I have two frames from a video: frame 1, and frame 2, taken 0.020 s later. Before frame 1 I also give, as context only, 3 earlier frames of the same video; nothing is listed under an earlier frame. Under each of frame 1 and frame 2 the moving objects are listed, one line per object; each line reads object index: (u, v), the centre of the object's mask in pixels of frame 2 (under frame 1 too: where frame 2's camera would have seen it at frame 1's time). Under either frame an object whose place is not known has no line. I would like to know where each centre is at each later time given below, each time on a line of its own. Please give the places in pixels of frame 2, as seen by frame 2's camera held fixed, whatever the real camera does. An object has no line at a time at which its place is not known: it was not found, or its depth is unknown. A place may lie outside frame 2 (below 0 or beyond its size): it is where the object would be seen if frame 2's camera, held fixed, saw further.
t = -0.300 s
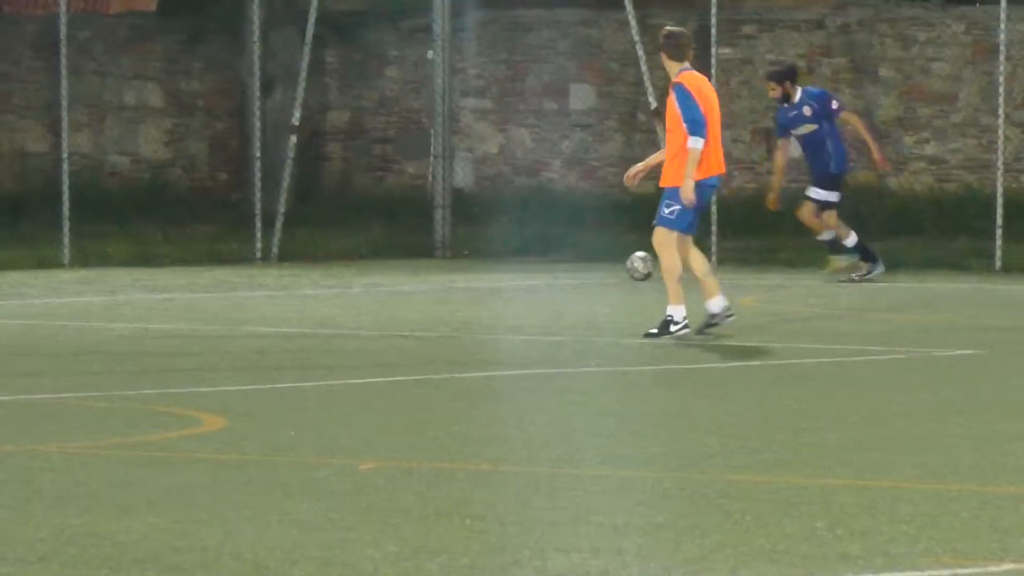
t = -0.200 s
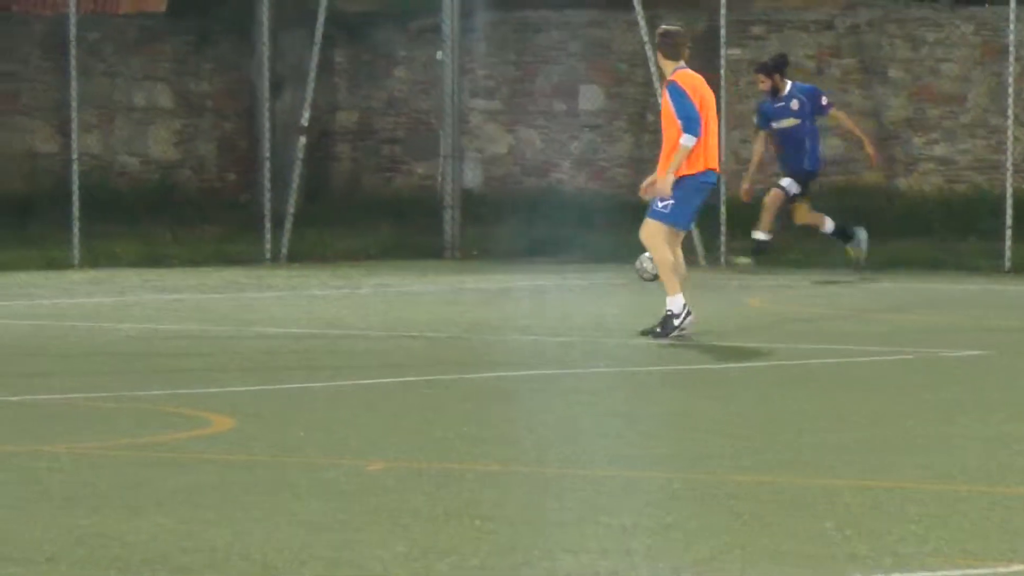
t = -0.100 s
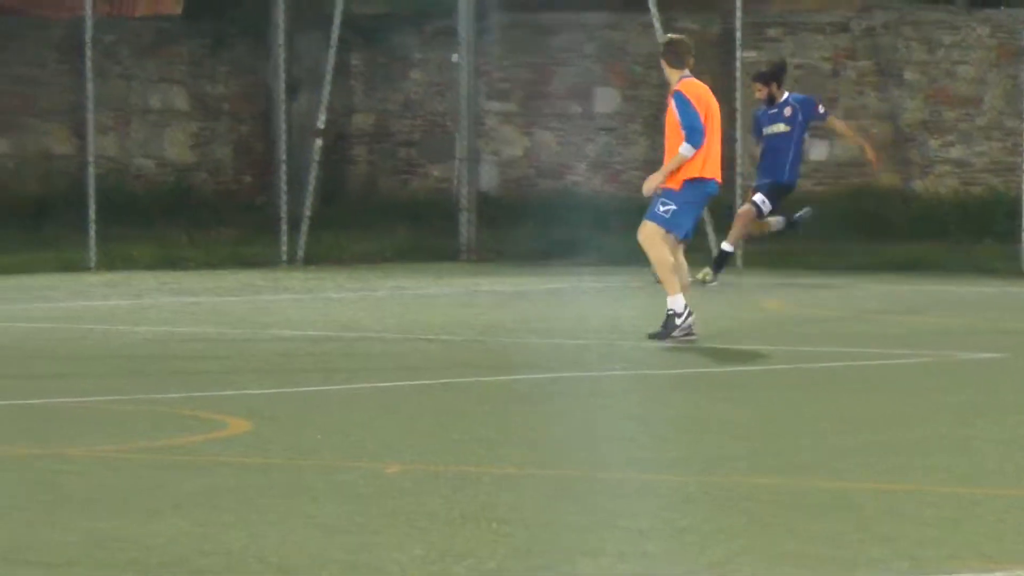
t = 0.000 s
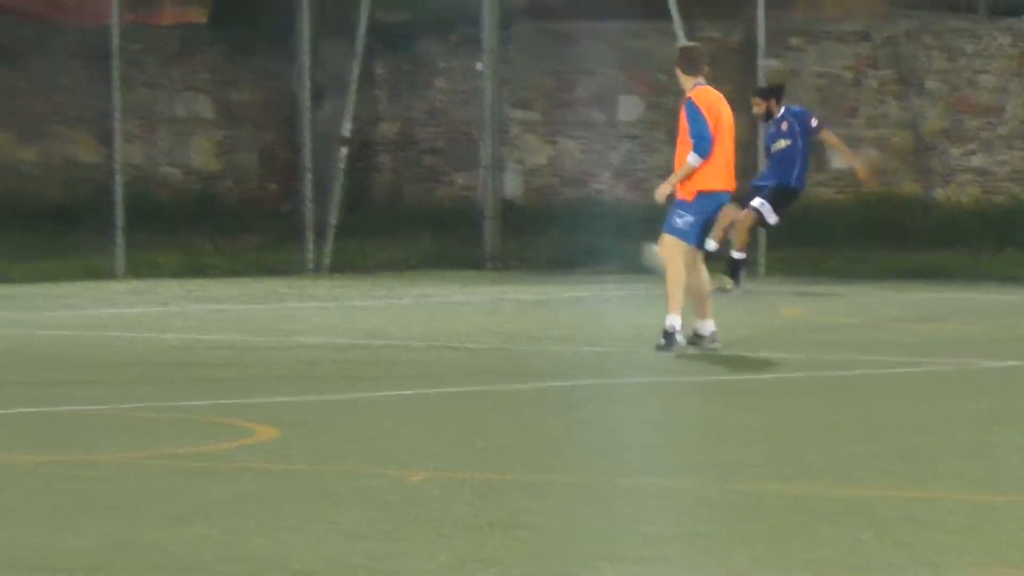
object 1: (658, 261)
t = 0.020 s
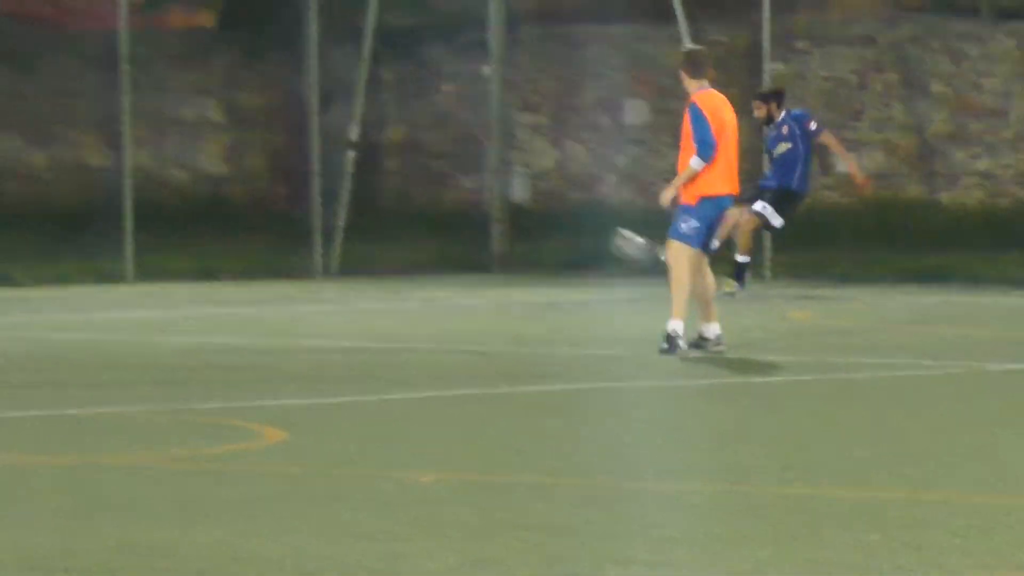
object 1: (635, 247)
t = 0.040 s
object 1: (600, 229)
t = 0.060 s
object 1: (566, 211)
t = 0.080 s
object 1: (531, 194)
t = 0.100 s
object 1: (508, 182)
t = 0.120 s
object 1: (467, 159)
